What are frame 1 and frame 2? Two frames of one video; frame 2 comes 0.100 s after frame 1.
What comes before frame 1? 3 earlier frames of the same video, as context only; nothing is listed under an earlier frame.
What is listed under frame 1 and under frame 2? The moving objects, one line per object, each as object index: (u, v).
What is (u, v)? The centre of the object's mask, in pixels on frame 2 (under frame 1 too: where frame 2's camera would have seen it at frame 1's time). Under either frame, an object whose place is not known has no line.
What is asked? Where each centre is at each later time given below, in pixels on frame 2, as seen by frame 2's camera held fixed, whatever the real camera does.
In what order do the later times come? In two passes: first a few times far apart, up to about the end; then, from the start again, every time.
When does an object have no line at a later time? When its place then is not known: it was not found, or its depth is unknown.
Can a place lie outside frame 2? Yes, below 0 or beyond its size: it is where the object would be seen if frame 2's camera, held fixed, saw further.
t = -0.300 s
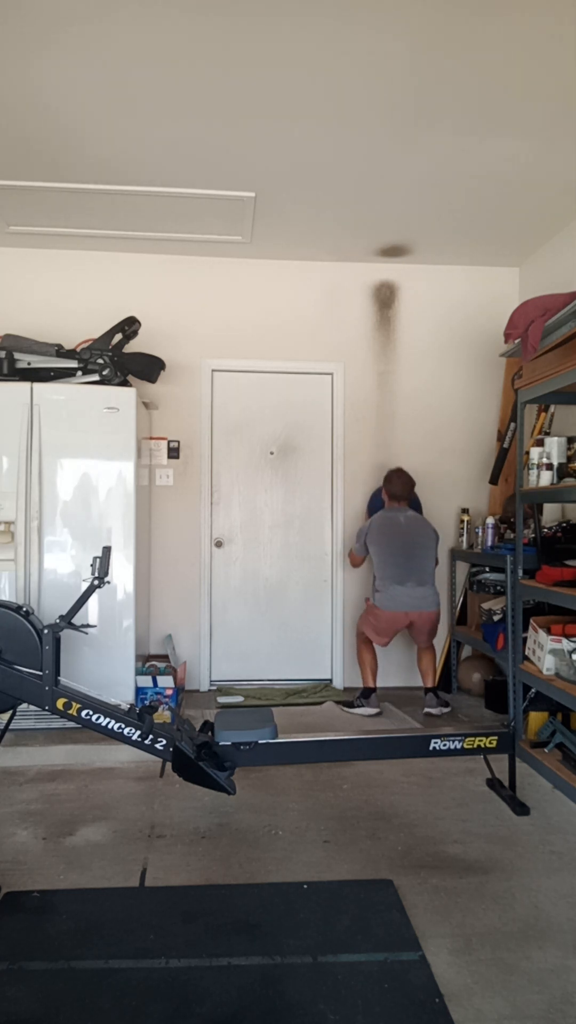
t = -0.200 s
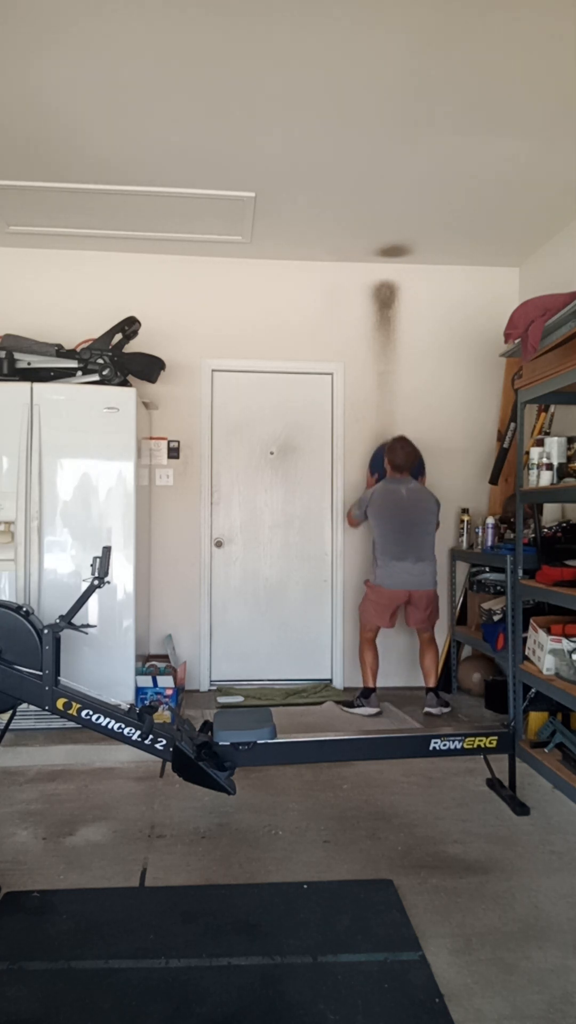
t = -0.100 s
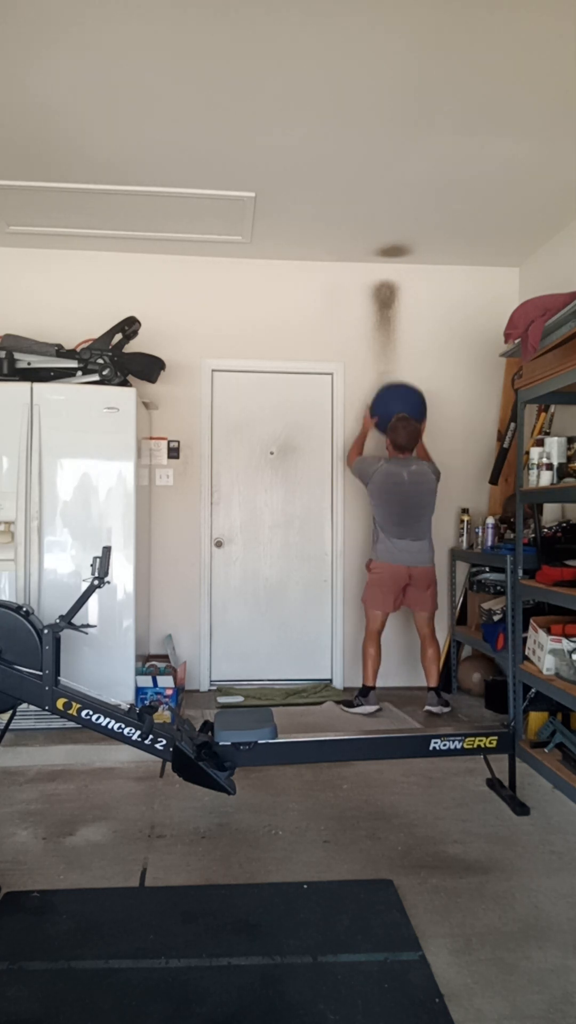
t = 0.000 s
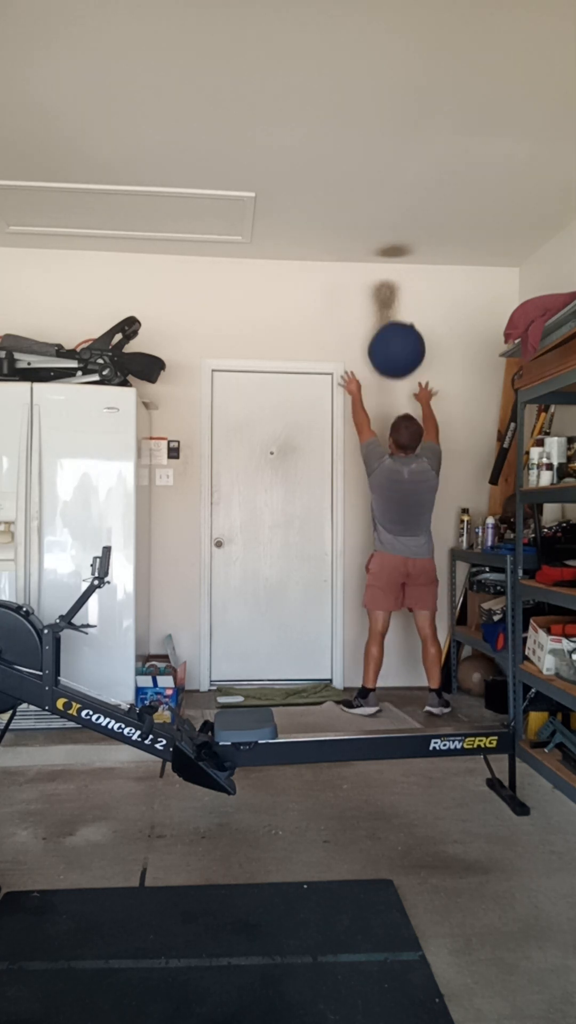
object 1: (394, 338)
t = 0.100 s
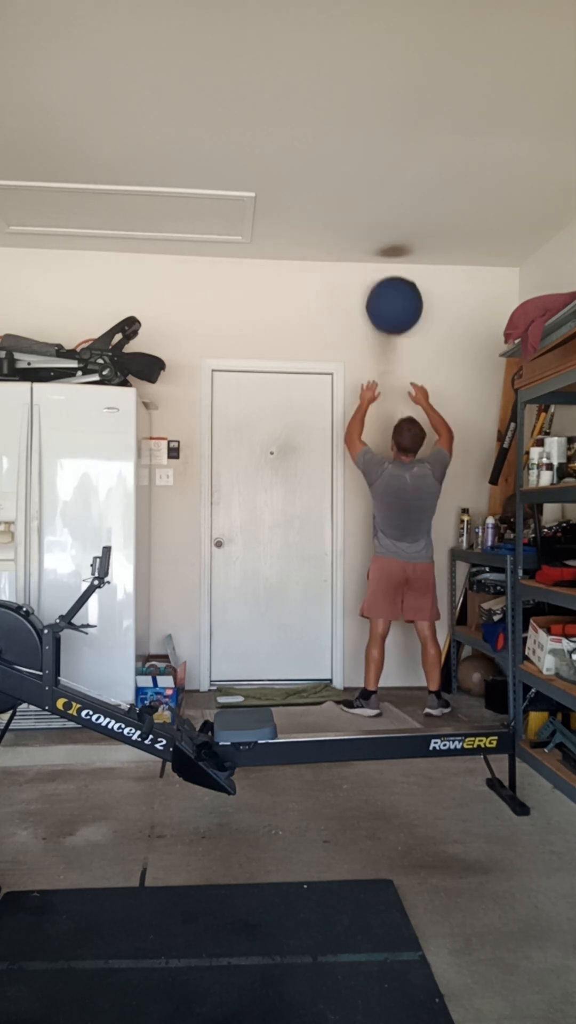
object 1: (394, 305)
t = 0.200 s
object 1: (392, 277)
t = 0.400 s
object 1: (391, 312)
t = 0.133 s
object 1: (394, 294)
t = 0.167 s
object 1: (393, 284)
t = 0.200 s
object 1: (392, 277)
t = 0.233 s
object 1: (392, 276)
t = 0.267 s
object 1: (391, 281)
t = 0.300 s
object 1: (391, 288)
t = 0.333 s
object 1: (391, 295)
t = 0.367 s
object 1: (391, 303)
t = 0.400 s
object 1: (391, 312)
